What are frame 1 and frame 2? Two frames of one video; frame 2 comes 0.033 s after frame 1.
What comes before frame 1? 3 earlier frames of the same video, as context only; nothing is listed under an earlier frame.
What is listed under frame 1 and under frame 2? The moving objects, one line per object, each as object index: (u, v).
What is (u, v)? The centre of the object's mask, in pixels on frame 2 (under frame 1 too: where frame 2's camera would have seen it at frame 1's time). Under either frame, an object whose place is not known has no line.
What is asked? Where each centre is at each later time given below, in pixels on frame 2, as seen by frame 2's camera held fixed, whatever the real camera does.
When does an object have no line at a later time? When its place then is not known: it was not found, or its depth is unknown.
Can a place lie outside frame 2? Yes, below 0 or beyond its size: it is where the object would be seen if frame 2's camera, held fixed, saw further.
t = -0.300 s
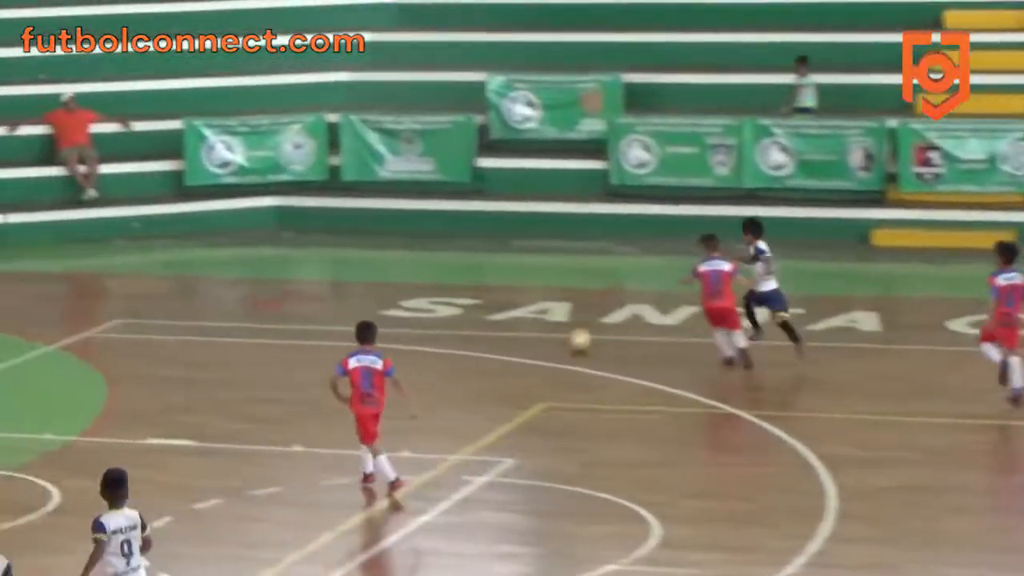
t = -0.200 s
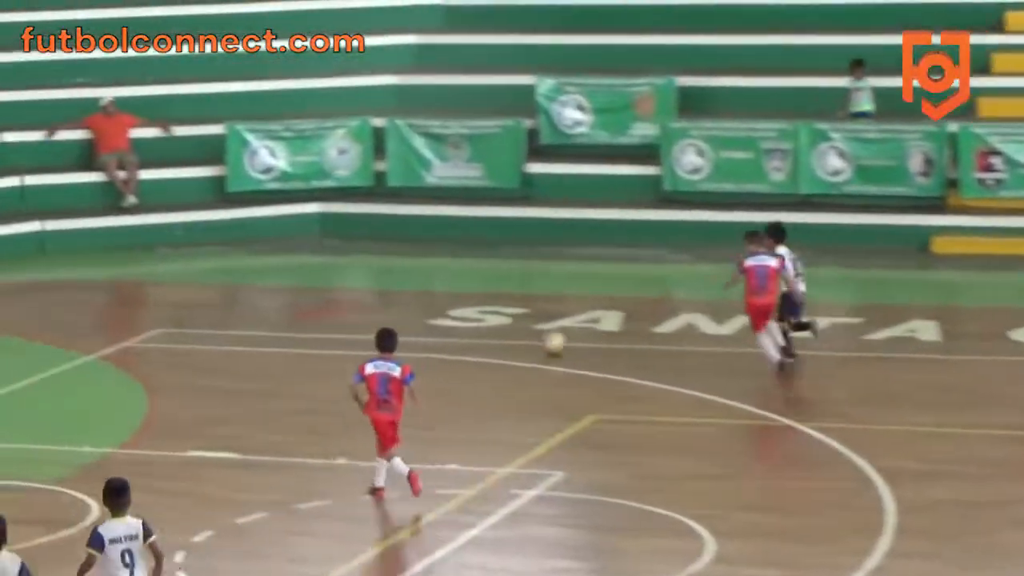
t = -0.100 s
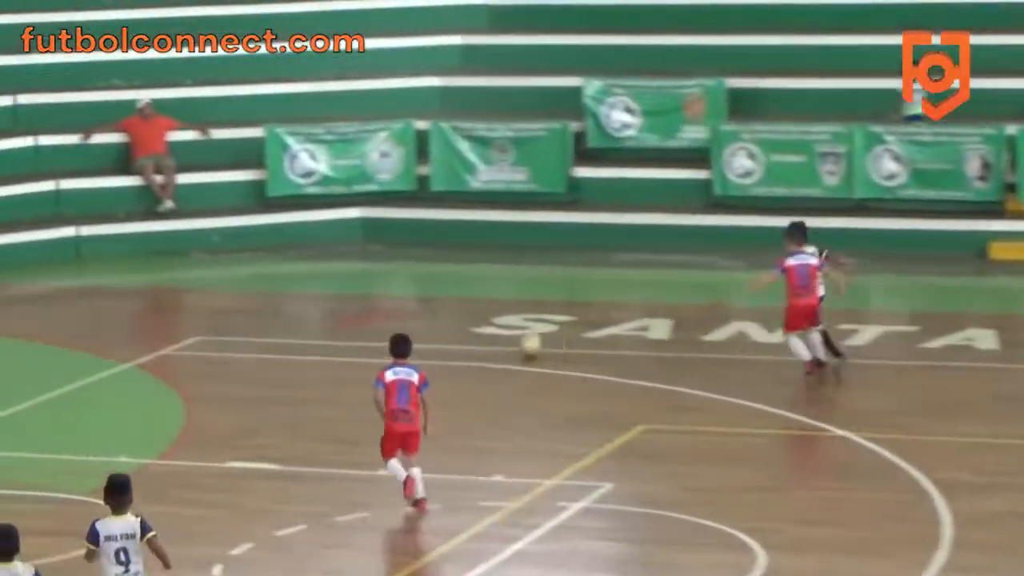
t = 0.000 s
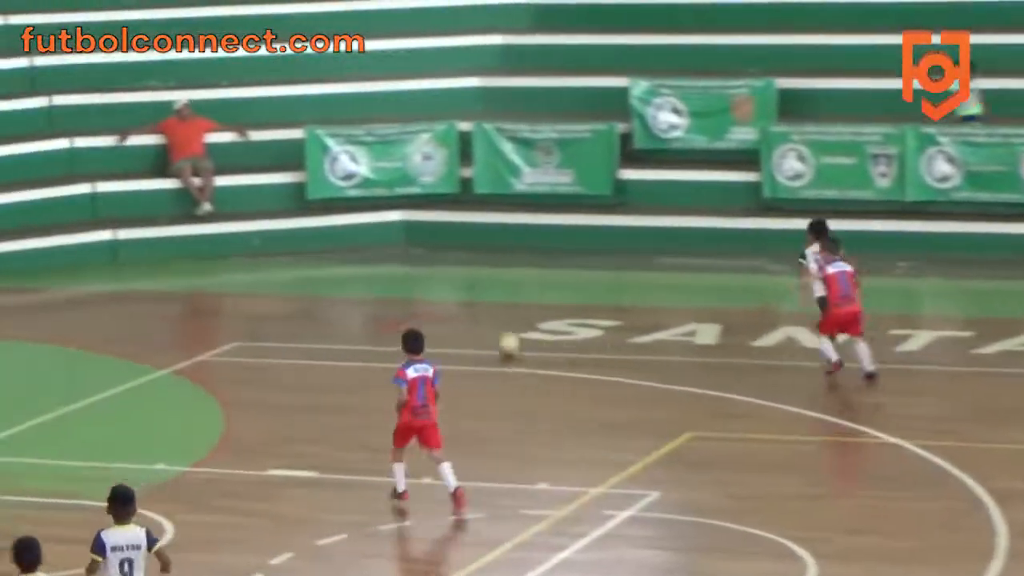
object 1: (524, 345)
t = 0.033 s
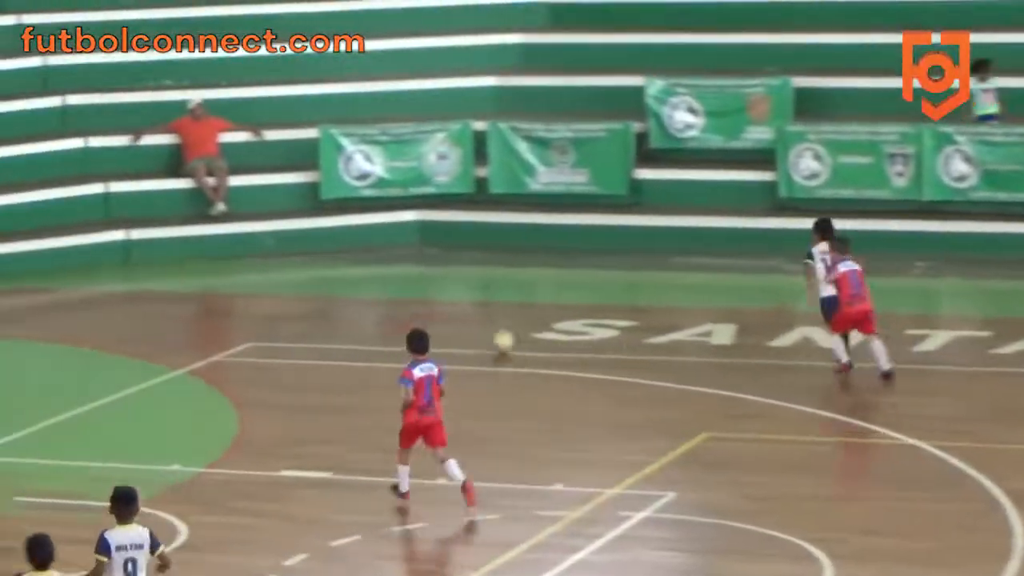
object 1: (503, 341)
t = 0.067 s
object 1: (483, 340)
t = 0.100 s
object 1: (464, 339)
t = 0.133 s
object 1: (445, 336)
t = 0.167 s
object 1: (427, 334)
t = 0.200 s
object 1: (411, 331)
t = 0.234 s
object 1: (395, 328)
